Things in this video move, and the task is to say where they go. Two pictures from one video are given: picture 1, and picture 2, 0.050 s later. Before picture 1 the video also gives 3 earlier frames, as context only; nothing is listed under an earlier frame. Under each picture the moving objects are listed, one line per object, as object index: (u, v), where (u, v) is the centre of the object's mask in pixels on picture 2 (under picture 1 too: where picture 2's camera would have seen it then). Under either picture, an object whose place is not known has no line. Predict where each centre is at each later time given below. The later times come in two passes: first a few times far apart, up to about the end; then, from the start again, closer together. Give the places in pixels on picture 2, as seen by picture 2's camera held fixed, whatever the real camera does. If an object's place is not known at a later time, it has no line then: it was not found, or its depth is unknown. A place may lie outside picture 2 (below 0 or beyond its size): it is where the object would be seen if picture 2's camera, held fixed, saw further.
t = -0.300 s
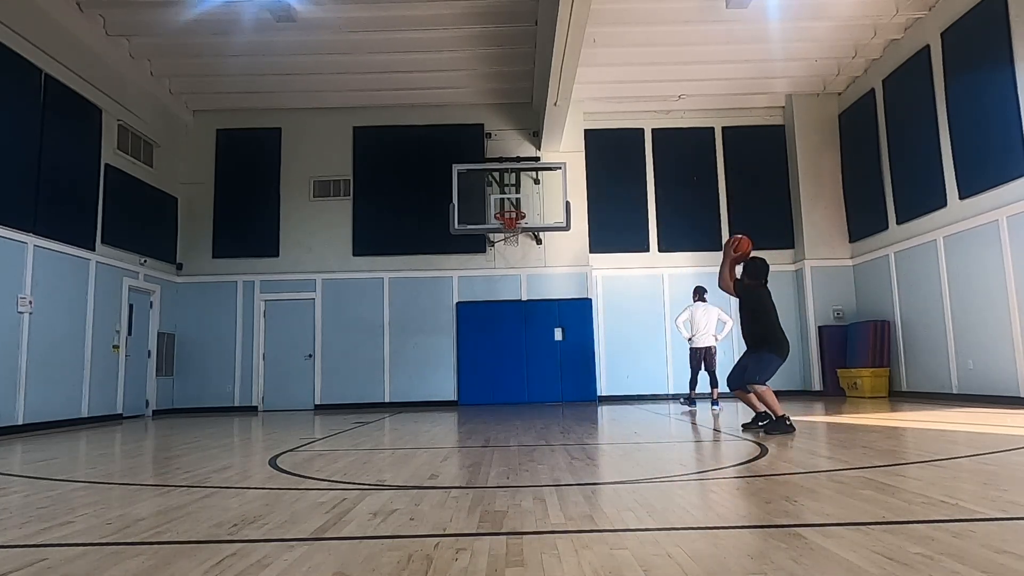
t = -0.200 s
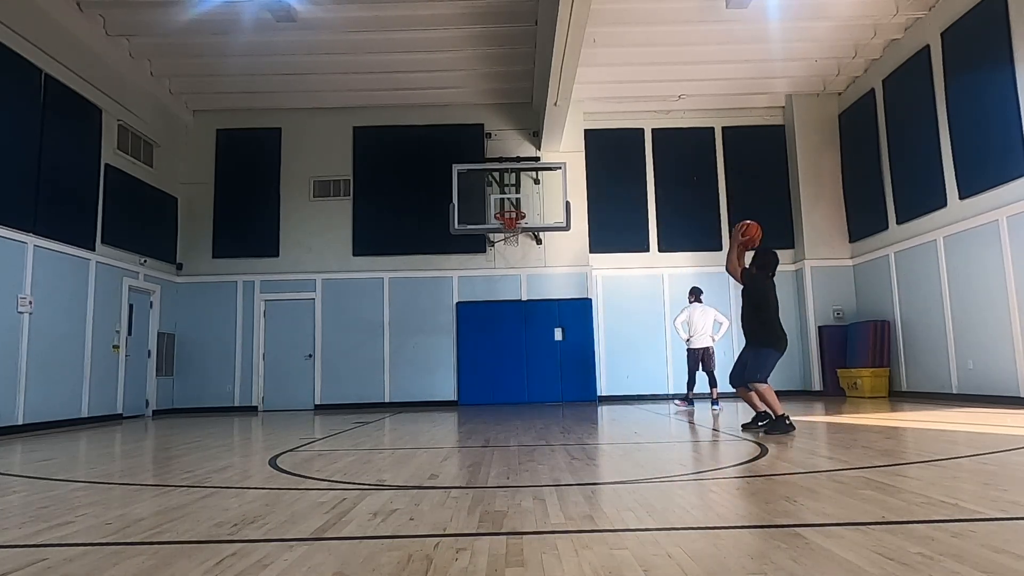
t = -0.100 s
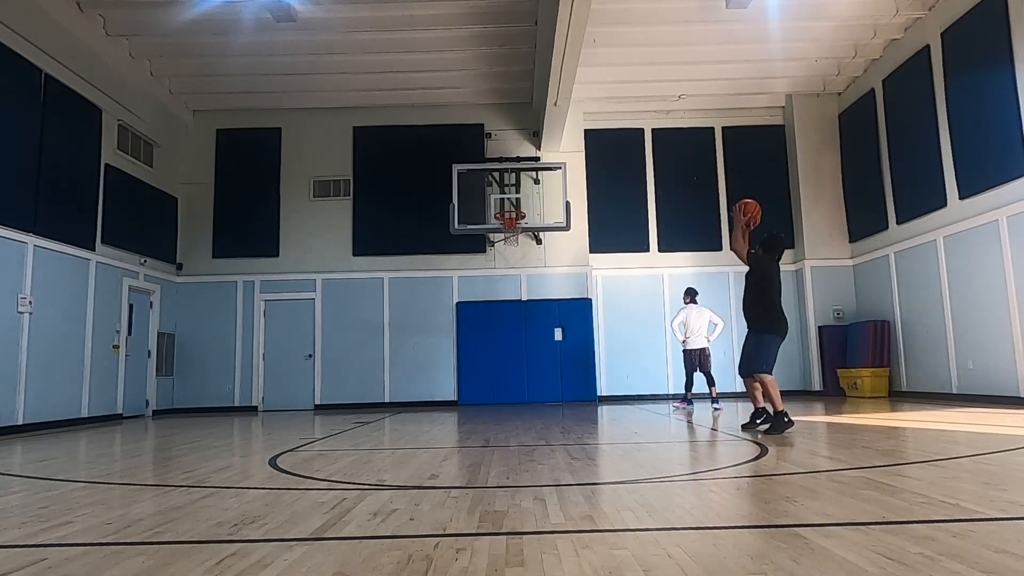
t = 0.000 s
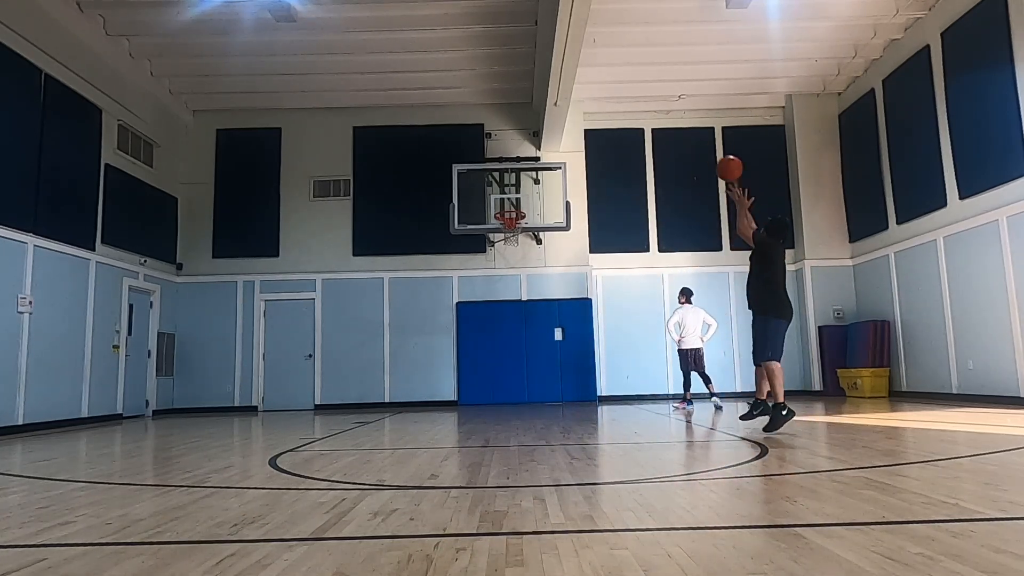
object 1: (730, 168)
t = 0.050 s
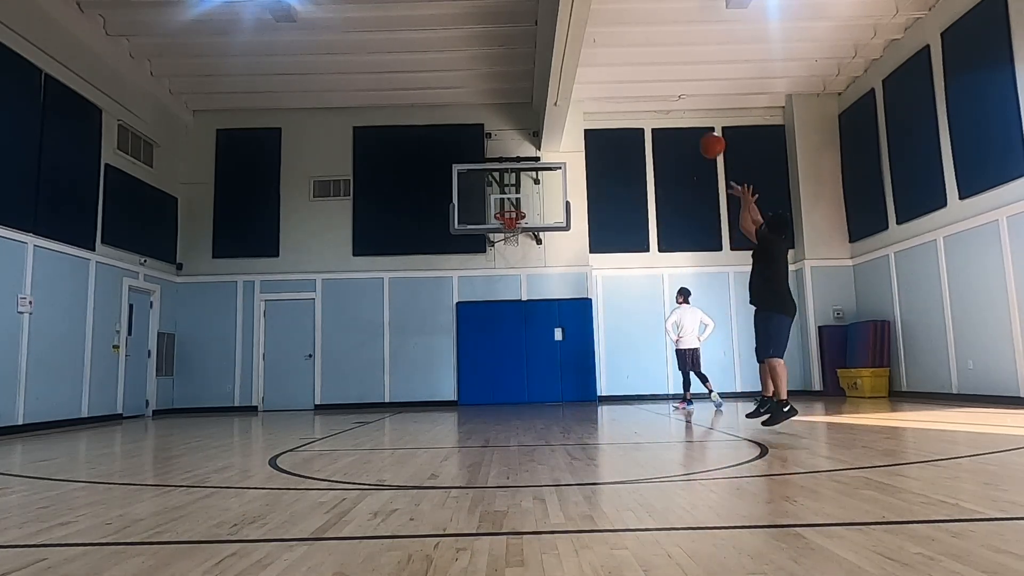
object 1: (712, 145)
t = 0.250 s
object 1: (654, 87)
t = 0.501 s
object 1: (601, 70)
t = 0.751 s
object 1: (560, 100)
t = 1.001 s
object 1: (528, 164)
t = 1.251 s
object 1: (509, 221)
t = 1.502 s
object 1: (522, 226)
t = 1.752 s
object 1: (514, 245)
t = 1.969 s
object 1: (504, 289)
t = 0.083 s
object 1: (702, 132)
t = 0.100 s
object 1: (696, 126)
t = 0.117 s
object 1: (691, 120)
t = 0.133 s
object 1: (686, 115)
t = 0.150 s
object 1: (681, 110)
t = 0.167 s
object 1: (677, 105)
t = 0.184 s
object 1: (672, 101)
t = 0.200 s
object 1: (667, 97)
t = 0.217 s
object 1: (663, 93)
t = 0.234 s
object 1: (658, 90)
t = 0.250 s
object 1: (654, 87)
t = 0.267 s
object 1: (650, 84)
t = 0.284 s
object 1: (646, 81)
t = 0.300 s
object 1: (642, 79)
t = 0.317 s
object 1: (638, 77)
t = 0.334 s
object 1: (634, 75)
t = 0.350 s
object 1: (631, 74)
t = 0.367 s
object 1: (627, 73)
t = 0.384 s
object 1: (624, 71)
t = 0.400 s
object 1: (620, 71)
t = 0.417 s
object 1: (617, 70)
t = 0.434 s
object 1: (613, 70)
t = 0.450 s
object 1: (610, 69)
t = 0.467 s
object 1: (607, 70)
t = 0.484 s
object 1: (604, 70)
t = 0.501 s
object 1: (601, 70)
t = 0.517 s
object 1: (598, 71)
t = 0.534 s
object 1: (595, 72)
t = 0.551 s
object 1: (592, 73)
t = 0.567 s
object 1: (589, 74)
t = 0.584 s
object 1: (586, 76)
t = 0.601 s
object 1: (583, 77)
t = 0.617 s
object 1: (580, 79)
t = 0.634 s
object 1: (578, 81)
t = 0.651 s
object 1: (575, 83)
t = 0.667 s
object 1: (572, 86)
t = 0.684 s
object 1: (570, 88)
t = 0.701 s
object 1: (567, 91)
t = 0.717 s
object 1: (565, 94)
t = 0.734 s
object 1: (563, 96)
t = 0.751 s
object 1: (560, 100)
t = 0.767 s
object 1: (558, 103)
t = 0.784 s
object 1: (555, 106)
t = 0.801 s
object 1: (553, 110)
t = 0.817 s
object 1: (551, 114)
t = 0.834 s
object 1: (549, 118)
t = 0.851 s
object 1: (547, 122)
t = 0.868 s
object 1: (544, 126)
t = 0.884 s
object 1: (542, 130)
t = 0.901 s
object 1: (540, 135)
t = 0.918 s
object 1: (538, 139)
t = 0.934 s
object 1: (535, 144)
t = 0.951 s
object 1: (533, 149)
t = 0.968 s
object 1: (531, 154)
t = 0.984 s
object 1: (530, 159)
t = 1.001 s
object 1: (528, 164)
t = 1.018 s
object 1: (525, 169)
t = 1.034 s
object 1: (524, 175)
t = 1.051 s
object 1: (522, 180)
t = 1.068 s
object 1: (520, 186)
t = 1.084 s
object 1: (518, 192)
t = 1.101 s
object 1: (517, 197)
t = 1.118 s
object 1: (515, 204)
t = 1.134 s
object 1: (513, 206)
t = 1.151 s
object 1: (512, 207)
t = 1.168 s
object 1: (511, 211)
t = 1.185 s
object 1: (510, 215)
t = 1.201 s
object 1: (510, 217)
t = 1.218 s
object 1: (509, 219)
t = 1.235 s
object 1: (508, 220)
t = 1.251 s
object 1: (509, 221)
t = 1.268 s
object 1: (510, 220)
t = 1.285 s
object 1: (510, 221)
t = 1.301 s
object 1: (512, 221)
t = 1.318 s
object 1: (511, 220)
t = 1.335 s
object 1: (515, 224)
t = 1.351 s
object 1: (517, 224)
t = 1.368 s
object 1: (516, 226)
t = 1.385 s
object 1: (518, 226)
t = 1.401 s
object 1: (519, 226)
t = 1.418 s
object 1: (521, 227)
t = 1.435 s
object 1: (523, 227)
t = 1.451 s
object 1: (523, 227)
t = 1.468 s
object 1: (523, 226)
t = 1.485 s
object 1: (522, 227)
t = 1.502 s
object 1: (522, 226)
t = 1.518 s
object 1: (522, 227)
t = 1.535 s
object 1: (521, 227)
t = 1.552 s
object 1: (521, 228)
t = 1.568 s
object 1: (521, 228)
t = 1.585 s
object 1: (520, 229)
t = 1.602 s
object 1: (520, 230)
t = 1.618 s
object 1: (519, 231)
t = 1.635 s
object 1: (519, 233)
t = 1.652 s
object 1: (519, 234)
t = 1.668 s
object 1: (518, 235)
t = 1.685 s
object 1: (518, 236)
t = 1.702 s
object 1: (516, 238)
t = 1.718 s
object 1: (515, 240)
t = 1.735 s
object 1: (514, 242)
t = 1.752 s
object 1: (514, 245)
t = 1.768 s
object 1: (513, 246)
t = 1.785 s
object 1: (512, 249)
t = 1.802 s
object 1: (511, 252)
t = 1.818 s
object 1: (511, 255)
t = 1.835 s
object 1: (510, 258)
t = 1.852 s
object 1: (509, 261)
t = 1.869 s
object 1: (508, 265)
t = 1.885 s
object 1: (508, 268)
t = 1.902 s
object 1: (507, 272)
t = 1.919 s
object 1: (506, 276)
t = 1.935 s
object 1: (506, 280)
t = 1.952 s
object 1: (505, 285)
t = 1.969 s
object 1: (504, 289)
